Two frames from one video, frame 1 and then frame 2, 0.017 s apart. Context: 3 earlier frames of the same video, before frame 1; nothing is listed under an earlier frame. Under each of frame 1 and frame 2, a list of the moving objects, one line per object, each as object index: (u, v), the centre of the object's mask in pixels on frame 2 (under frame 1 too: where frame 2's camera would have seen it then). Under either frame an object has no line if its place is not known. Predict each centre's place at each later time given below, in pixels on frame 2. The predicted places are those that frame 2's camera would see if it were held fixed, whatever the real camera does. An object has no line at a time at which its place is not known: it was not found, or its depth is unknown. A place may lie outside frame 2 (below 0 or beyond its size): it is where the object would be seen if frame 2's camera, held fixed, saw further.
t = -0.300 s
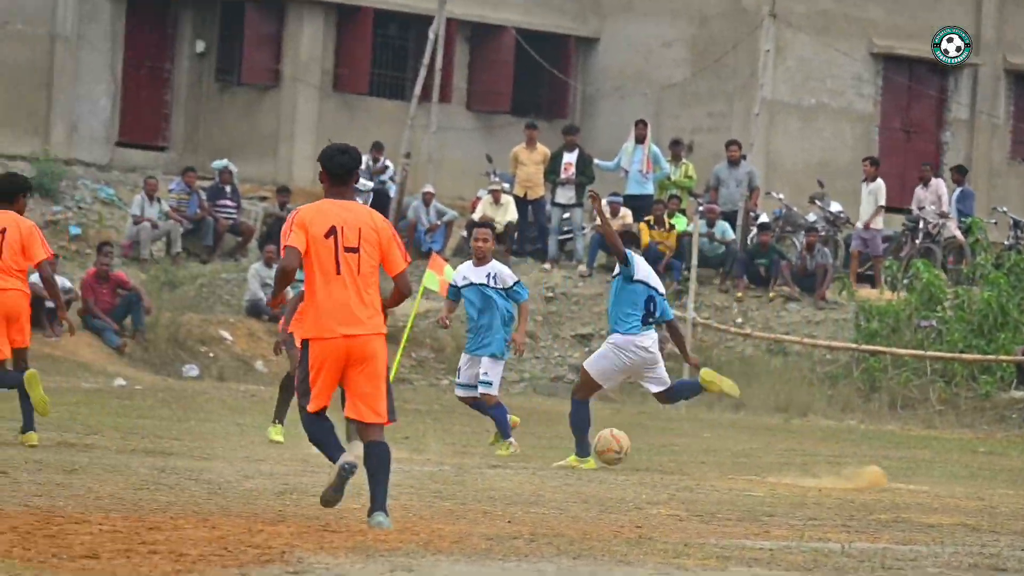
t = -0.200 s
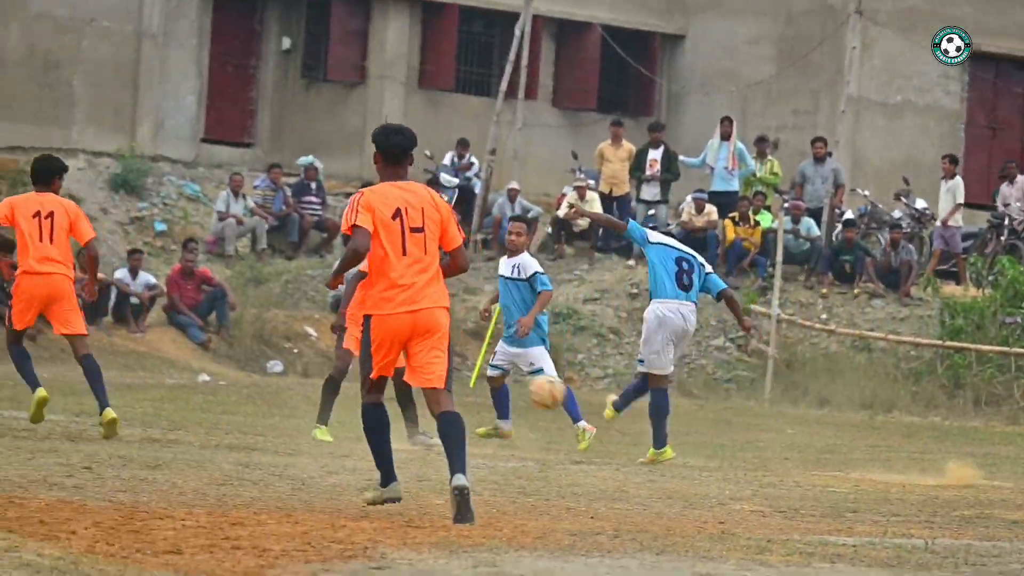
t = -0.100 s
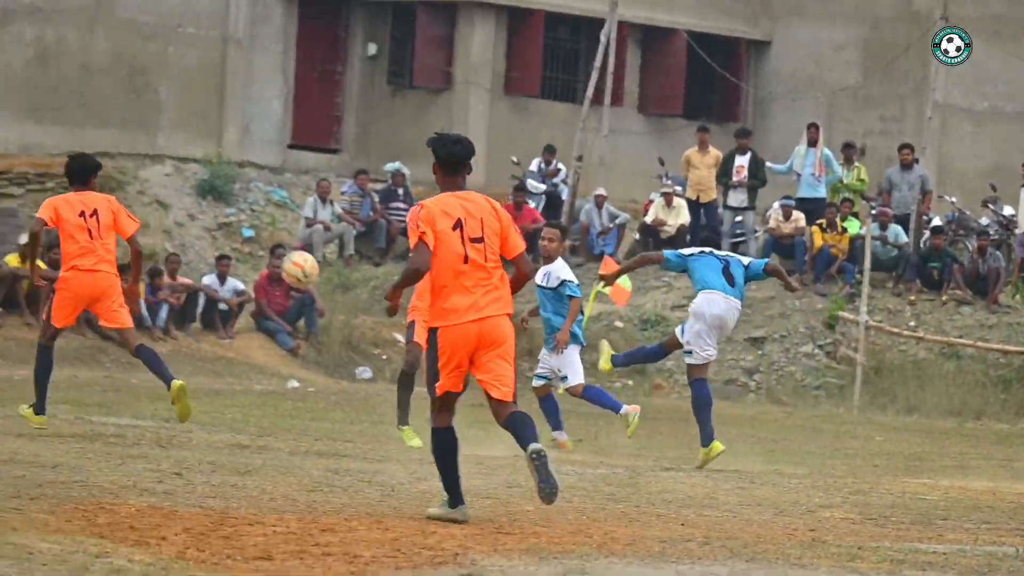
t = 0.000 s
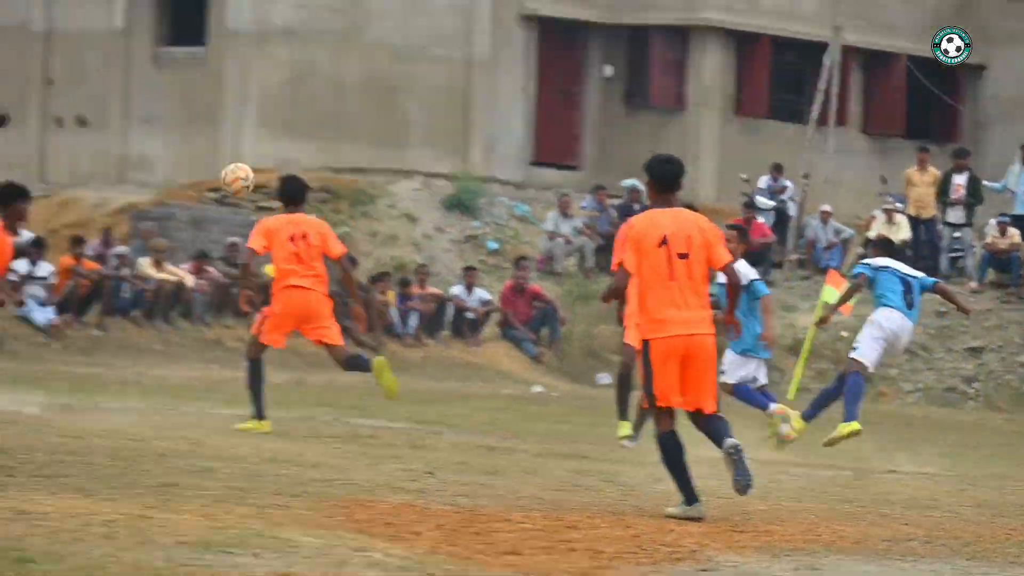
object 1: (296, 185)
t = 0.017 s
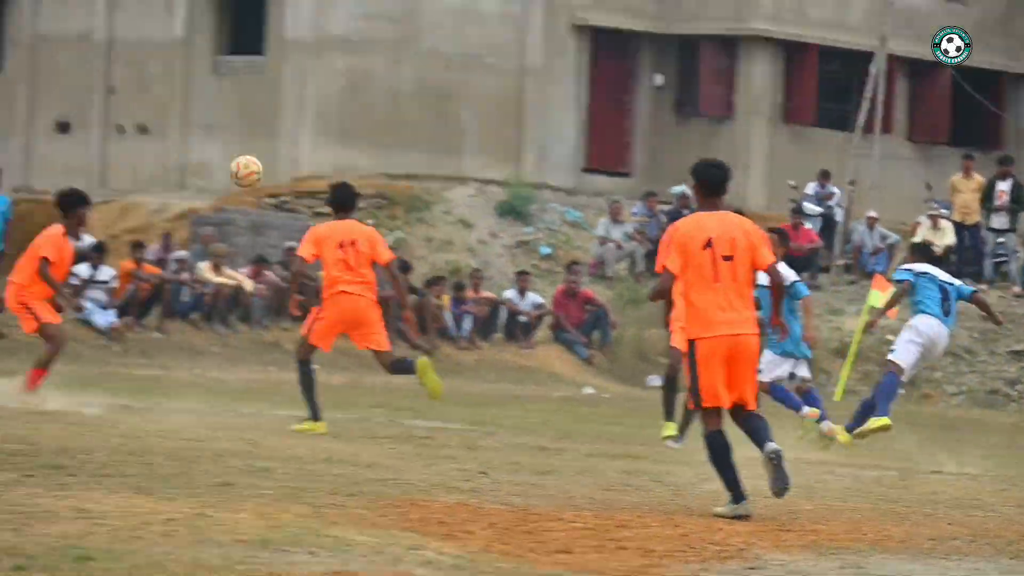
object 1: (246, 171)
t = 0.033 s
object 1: (197, 159)
